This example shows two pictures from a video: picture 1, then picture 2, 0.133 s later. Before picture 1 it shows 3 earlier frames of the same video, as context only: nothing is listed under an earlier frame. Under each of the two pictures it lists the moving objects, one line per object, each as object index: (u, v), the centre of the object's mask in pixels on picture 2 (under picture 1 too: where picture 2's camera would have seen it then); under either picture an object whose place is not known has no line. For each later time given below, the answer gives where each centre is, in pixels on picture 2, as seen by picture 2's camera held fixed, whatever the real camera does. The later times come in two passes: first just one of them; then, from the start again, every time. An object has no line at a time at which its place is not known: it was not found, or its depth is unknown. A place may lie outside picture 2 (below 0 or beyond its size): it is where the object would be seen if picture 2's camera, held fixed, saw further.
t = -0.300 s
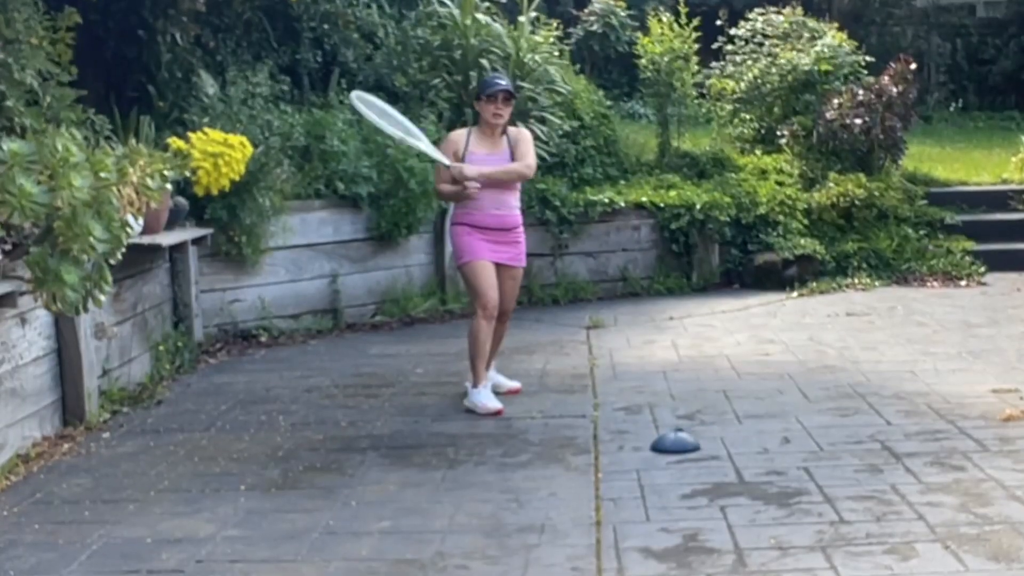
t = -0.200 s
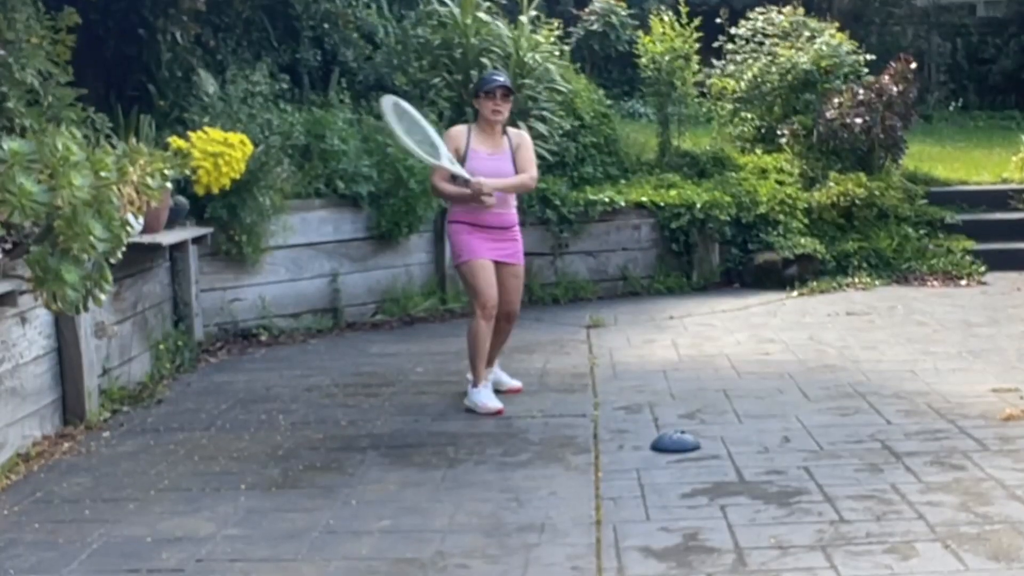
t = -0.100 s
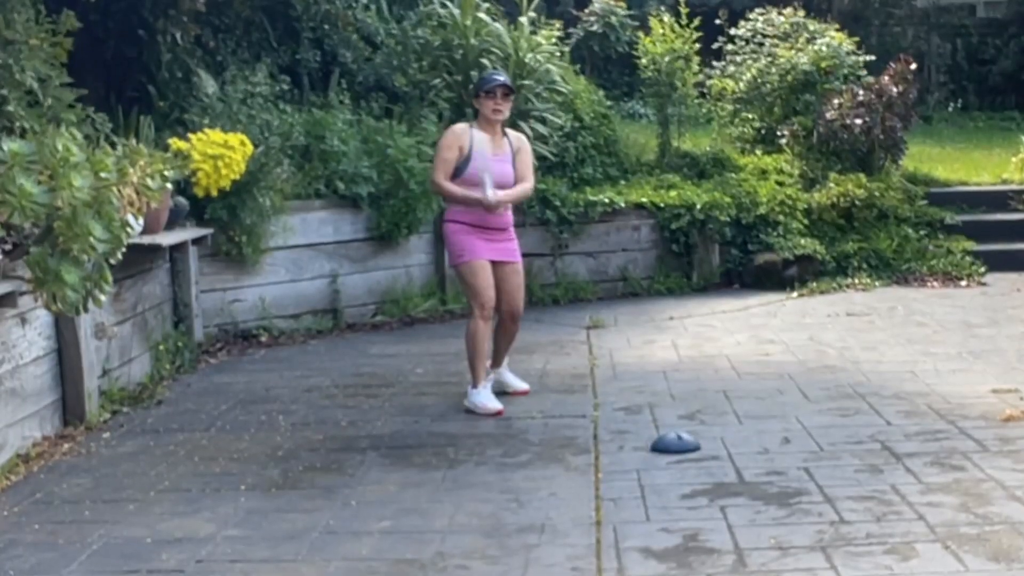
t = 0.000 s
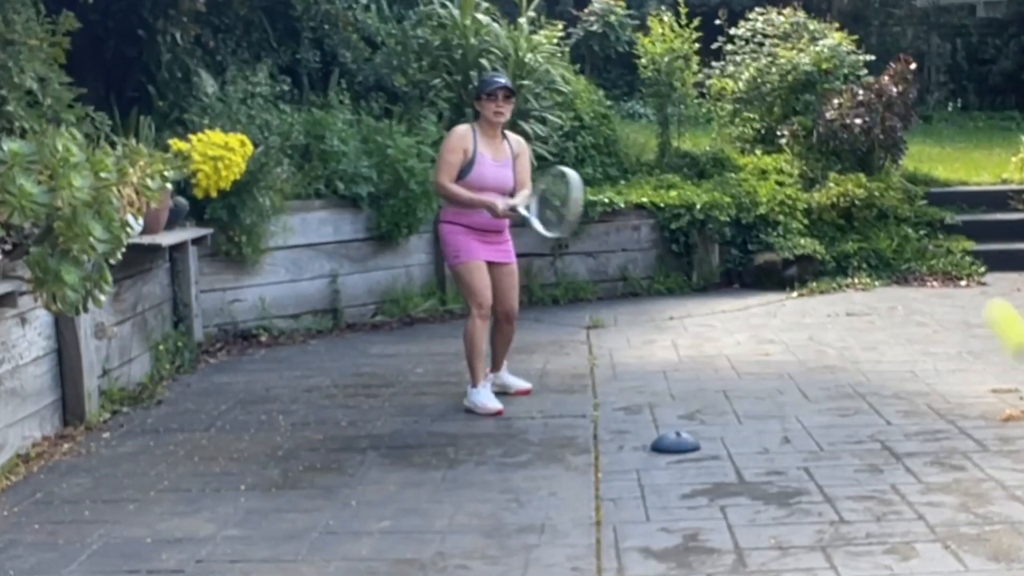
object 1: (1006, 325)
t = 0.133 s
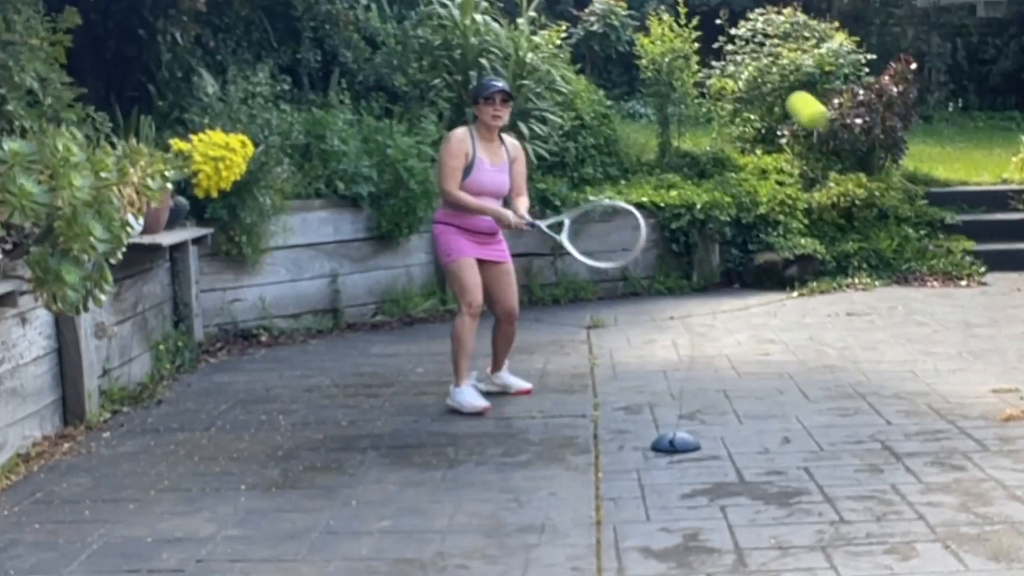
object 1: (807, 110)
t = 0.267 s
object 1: (673, 27)
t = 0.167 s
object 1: (770, 81)
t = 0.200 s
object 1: (733, 57)
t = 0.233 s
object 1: (704, 40)
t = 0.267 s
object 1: (673, 27)
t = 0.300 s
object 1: (650, 21)
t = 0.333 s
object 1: (626, 17)
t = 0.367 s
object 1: (605, 18)
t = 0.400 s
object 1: (585, 22)
